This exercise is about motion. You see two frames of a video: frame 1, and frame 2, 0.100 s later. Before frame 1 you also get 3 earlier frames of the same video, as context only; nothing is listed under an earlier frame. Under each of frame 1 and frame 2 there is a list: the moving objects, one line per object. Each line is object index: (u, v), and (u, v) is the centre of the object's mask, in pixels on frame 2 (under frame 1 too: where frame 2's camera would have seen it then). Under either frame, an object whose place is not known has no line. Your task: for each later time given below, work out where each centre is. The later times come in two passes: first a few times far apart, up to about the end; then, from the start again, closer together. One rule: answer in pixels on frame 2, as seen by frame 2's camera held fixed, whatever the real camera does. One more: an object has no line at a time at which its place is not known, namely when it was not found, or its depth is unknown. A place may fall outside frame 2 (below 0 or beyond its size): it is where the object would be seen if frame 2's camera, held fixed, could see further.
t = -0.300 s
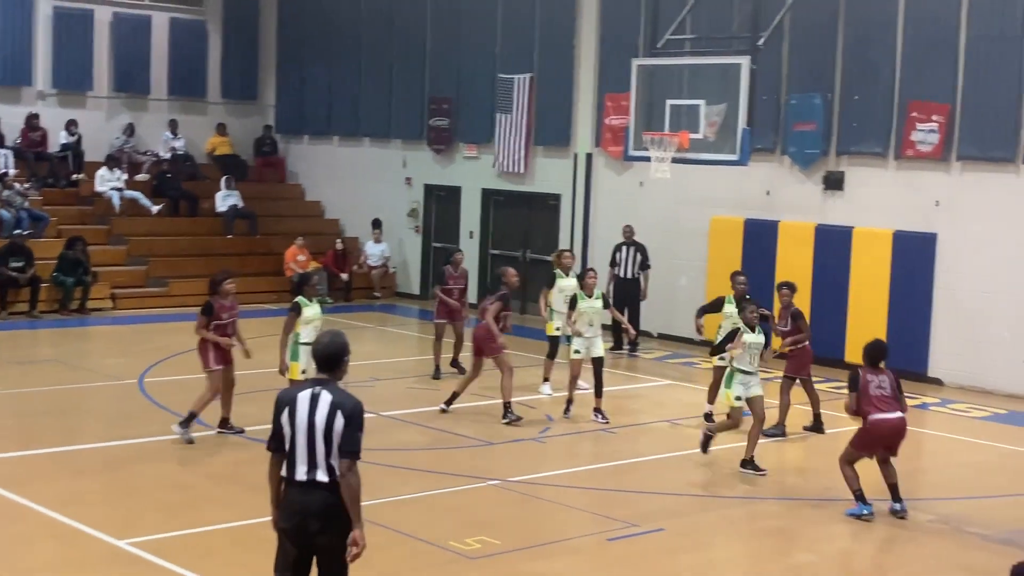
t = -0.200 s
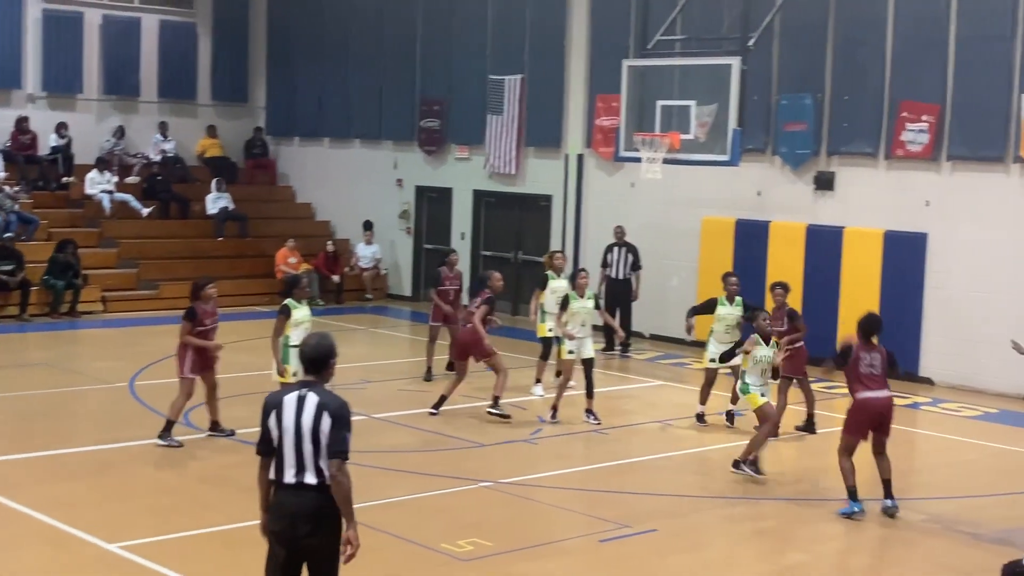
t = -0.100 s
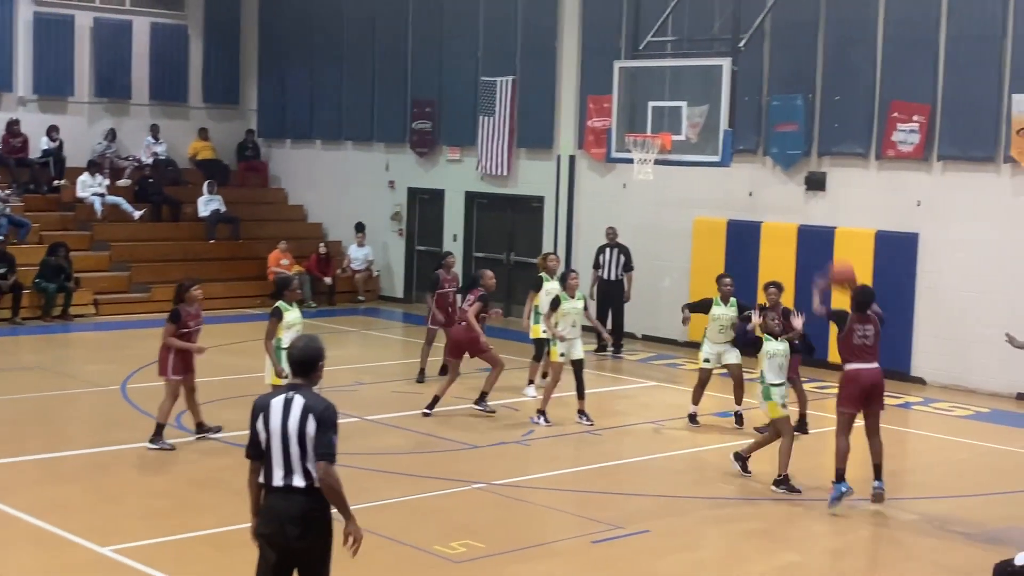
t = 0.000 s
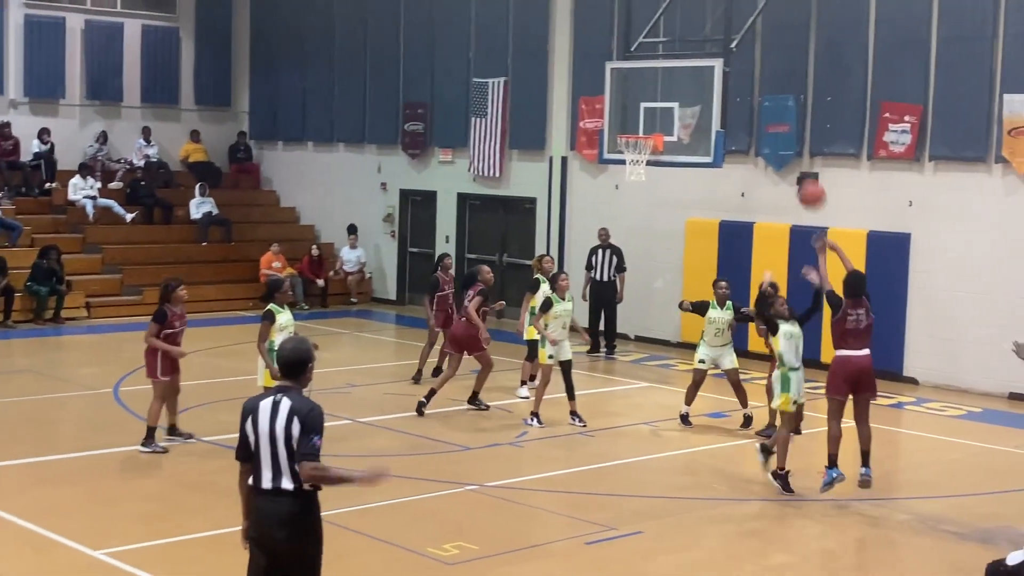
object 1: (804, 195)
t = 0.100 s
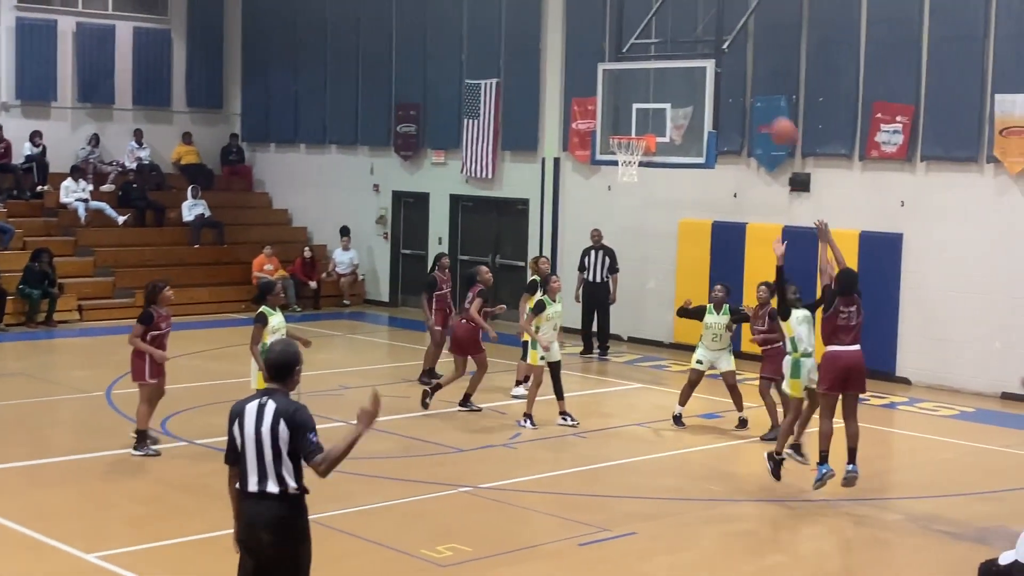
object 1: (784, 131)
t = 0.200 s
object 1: (764, 83)
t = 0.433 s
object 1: (723, 20)
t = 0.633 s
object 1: (691, 14)
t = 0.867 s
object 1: (655, 51)
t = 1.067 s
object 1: (627, 114)
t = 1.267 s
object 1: (628, 168)
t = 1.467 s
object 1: (645, 216)
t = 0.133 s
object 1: (777, 114)
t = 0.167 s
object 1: (770, 97)
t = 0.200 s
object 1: (764, 83)
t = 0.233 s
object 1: (757, 70)
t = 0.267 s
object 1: (752, 57)
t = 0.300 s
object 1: (746, 47)
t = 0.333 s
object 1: (740, 38)
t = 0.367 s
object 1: (735, 32)
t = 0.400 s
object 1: (728, 25)
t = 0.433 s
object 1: (723, 20)
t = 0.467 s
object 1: (717, 17)
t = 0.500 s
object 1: (712, 14)
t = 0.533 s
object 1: (706, 12)
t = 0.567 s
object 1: (701, 12)
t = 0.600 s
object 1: (695, 12)
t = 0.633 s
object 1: (691, 14)
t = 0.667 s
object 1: (685, 17)
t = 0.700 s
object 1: (680, 21)
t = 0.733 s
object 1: (675, 25)
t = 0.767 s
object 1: (670, 30)
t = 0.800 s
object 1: (665, 36)
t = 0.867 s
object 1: (655, 51)
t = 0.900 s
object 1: (651, 60)
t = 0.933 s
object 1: (646, 70)
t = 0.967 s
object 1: (641, 79)
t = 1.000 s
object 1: (636, 90)
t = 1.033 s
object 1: (632, 102)
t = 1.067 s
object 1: (627, 114)
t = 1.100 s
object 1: (622, 126)
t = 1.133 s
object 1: (618, 139)
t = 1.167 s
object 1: (618, 148)
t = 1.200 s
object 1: (622, 159)
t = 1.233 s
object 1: (625, 165)
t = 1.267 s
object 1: (628, 168)
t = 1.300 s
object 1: (631, 175)
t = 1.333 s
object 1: (634, 181)
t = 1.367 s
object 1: (637, 188)
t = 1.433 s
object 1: (643, 206)
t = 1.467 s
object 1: (645, 216)
